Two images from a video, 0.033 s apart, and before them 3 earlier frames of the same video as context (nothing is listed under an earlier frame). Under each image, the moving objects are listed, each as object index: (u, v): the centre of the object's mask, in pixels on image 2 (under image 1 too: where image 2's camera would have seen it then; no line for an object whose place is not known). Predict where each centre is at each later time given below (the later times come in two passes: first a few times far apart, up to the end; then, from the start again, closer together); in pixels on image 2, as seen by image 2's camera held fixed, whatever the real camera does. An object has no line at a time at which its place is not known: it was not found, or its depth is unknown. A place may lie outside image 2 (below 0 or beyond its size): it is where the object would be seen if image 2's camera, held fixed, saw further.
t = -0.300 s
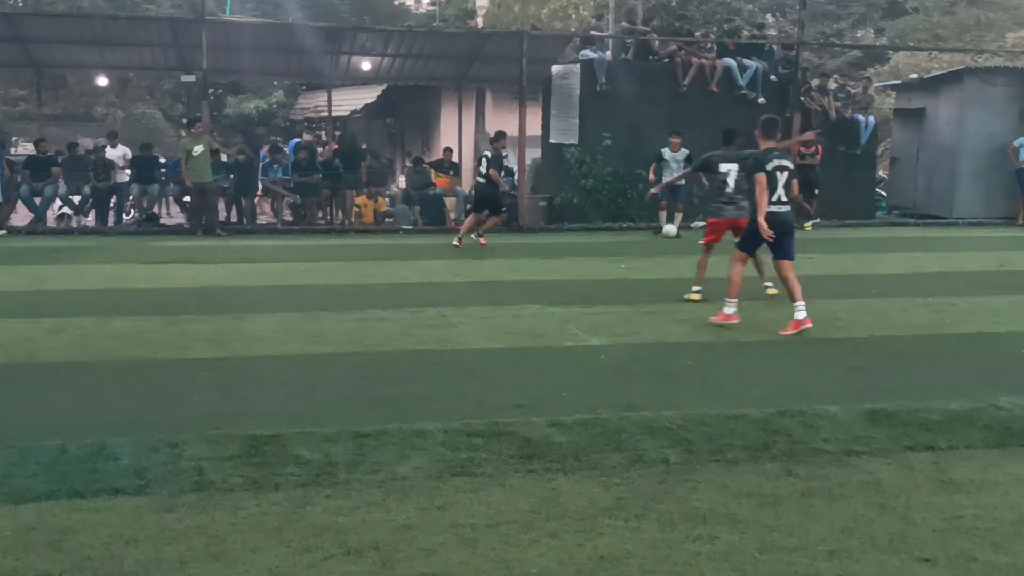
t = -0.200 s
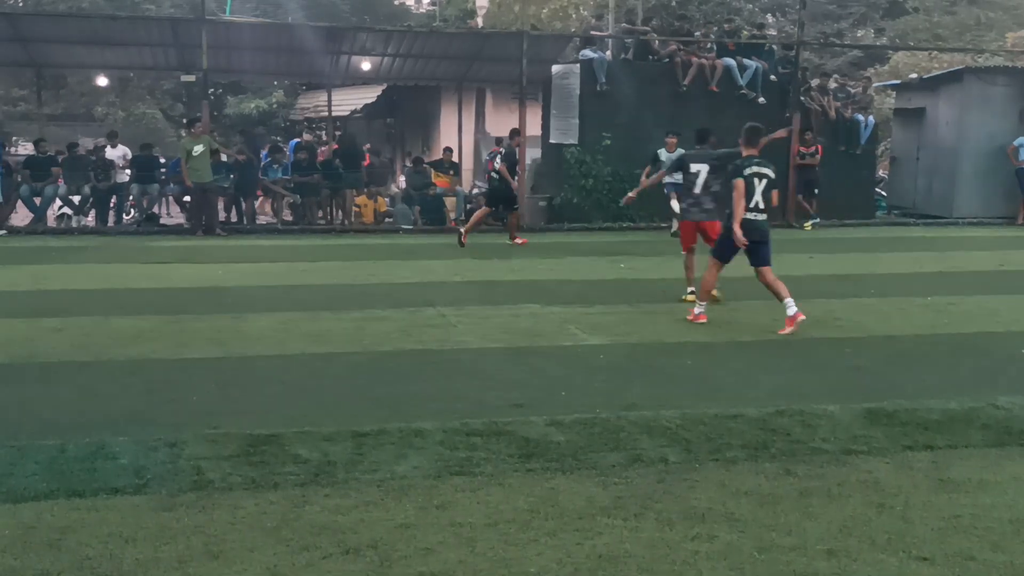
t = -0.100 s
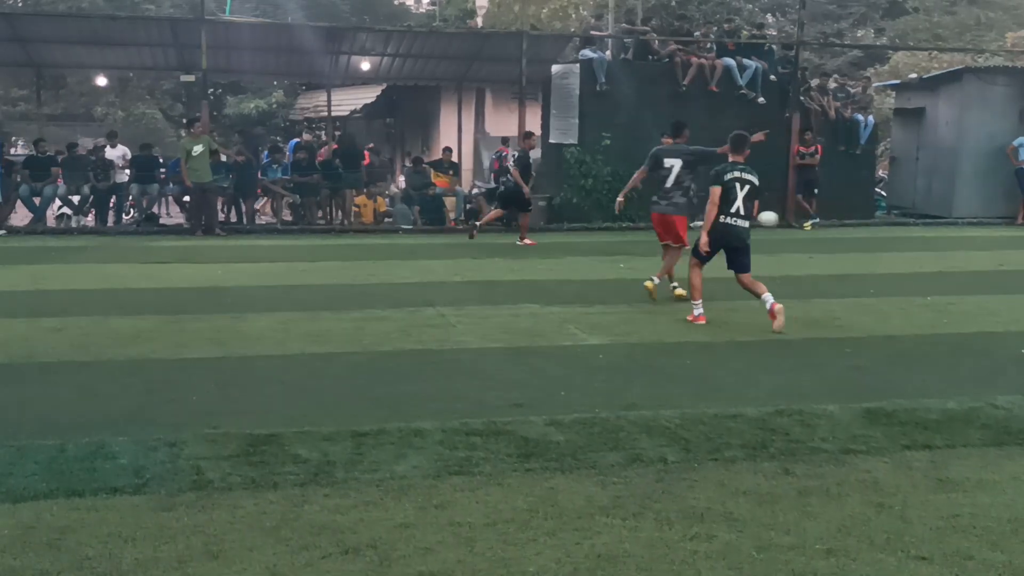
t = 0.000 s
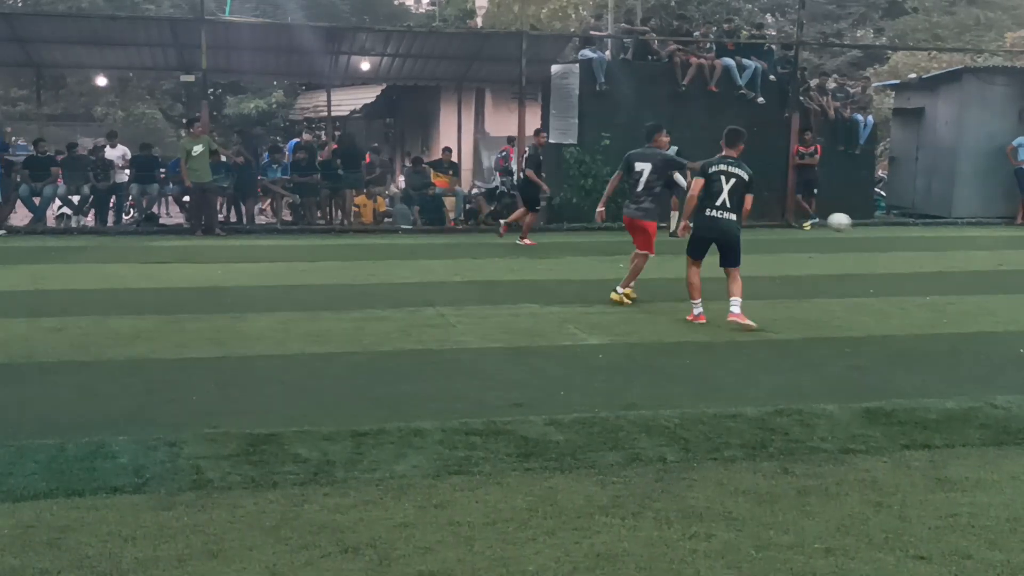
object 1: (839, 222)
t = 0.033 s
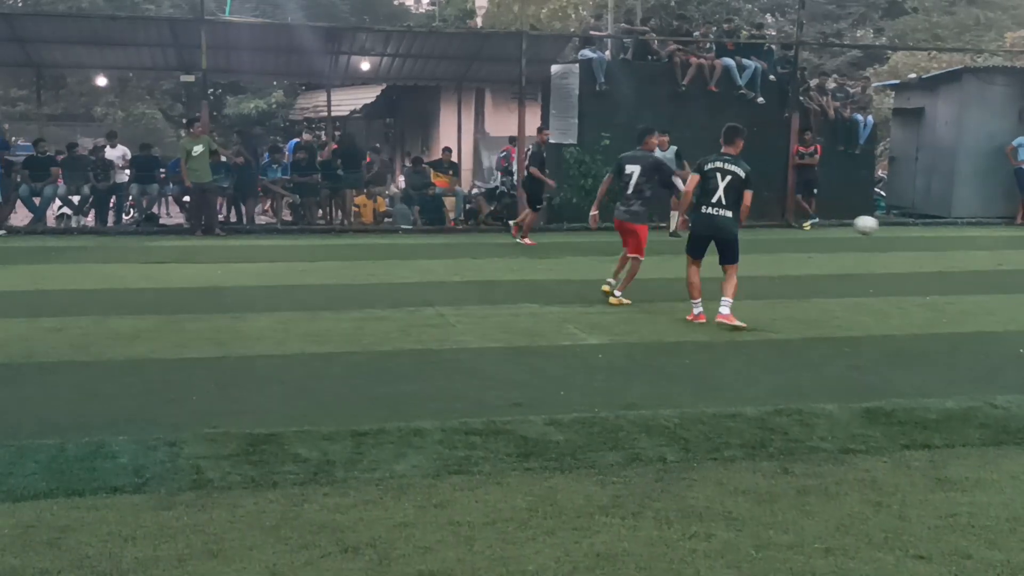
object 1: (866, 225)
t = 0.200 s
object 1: (1028, 260)
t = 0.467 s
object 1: (1356, 301)
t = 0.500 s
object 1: (1410, 303)
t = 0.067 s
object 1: (894, 229)
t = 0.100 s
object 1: (925, 235)
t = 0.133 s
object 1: (958, 243)
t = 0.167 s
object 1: (992, 251)
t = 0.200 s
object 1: (1028, 260)
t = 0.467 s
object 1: (1356, 301)
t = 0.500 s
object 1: (1410, 303)
